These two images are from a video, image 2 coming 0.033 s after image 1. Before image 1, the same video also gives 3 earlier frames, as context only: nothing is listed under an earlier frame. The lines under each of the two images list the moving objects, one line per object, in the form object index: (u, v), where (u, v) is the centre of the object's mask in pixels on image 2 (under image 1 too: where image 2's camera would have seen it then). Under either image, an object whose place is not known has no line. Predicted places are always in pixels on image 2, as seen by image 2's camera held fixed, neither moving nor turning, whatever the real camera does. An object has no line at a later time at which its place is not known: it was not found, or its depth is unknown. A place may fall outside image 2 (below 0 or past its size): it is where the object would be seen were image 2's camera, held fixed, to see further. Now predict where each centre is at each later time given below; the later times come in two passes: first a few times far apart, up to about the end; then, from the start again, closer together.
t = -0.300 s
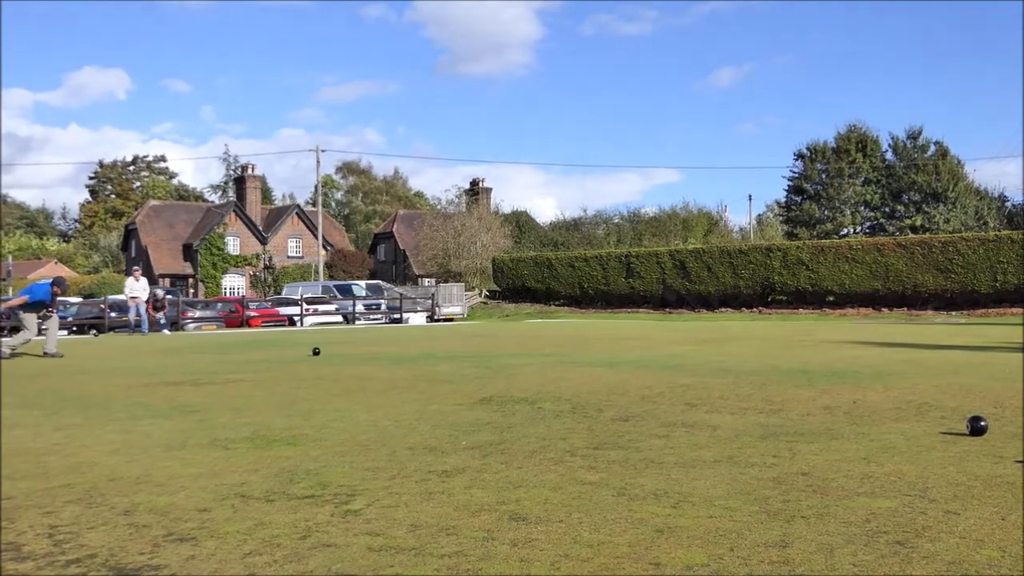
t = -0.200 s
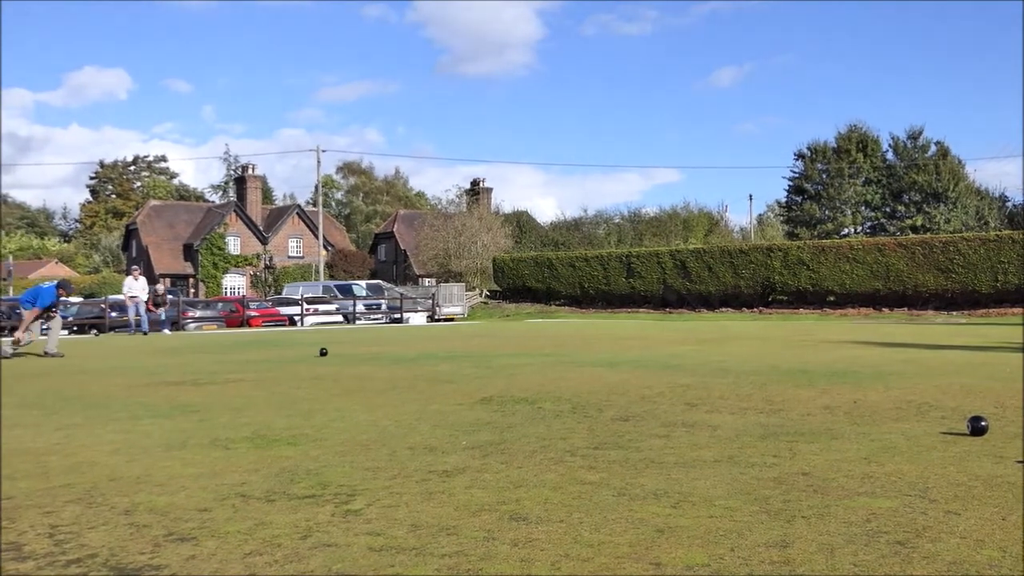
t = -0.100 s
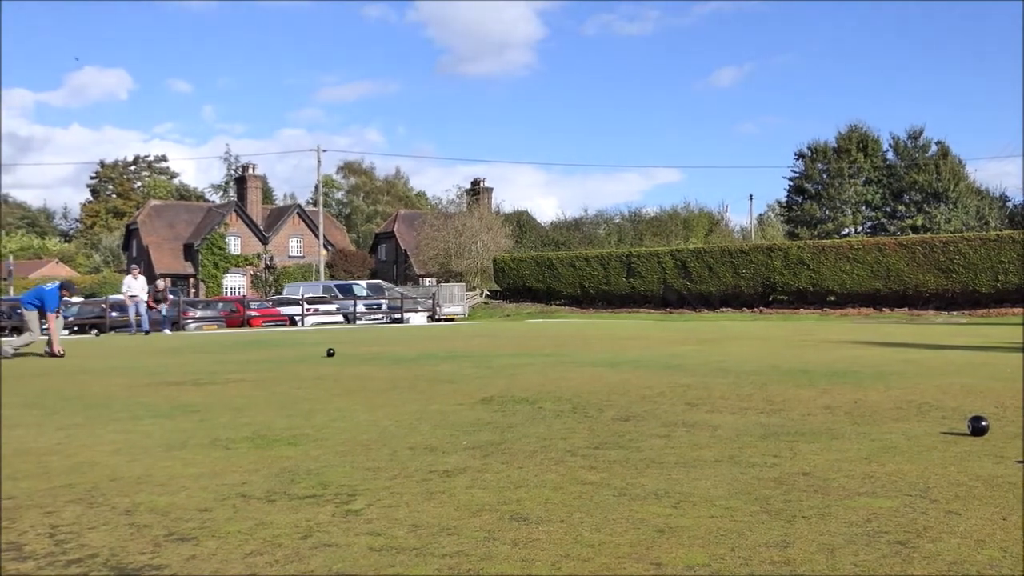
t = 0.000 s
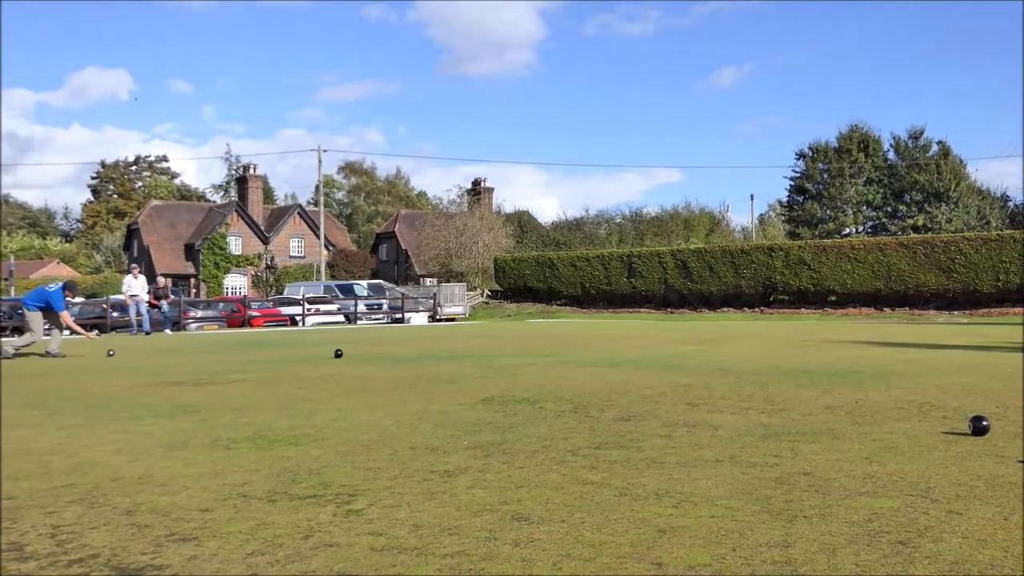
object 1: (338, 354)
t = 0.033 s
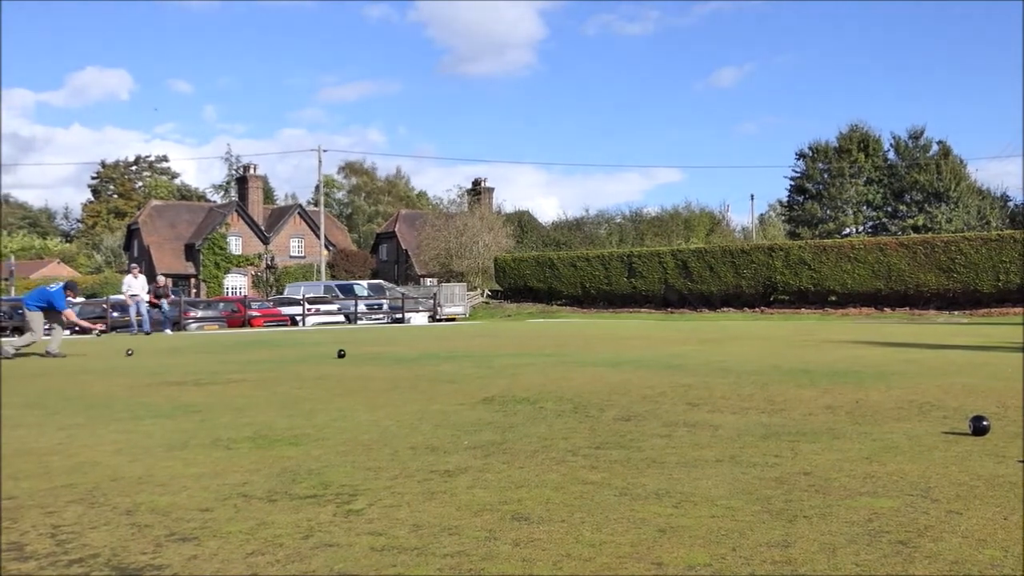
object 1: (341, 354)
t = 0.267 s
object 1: (357, 356)
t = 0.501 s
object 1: (374, 358)
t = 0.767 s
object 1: (394, 361)
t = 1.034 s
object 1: (417, 363)
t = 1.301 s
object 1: (439, 366)
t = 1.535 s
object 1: (460, 370)
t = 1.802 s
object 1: (482, 373)
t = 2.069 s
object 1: (504, 377)
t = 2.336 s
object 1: (528, 381)
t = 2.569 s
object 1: (547, 385)
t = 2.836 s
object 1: (571, 390)
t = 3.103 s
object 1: (593, 394)
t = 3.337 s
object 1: (613, 398)
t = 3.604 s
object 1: (633, 403)
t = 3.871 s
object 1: (653, 408)
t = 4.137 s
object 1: (673, 413)
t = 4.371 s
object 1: (687, 417)
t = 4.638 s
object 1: (705, 422)
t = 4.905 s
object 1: (720, 427)
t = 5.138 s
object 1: (733, 431)
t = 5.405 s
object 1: (745, 435)
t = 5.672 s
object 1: (756, 438)
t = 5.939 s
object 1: (765, 441)
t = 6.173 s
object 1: (771, 443)
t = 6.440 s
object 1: (775, 445)
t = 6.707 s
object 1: (781, 448)
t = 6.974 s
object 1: (786, 448)
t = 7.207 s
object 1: (782, 448)
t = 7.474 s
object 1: (783, 448)
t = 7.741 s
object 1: (783, 448)
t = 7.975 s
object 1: (783, 448)
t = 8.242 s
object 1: (783, 448)
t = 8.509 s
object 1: (783, 448)
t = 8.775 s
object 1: (783, 448)
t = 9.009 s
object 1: (783, 448)
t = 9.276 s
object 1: (783, 448)
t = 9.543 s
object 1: (783, 448)
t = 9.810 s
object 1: (783, 448)
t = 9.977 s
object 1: (783, 448)
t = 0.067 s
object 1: (342, 354)
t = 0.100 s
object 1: (345, 354)
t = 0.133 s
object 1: (348, 354)
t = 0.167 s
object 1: (349, 355)
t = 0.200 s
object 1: (352, 355)
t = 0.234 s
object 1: (355, 356)
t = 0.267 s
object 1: (357, 356)
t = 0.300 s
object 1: (359, 356)
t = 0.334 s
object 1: (362, 357)
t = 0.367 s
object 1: (364, 357)
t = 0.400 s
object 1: (367, 357)
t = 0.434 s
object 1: (370, 358)
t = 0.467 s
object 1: (371, 358)
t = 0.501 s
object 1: (374, 358)
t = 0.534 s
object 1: (377, 358)
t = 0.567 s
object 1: (379, 359)
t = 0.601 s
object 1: (382, 359)
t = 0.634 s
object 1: (385, 360)
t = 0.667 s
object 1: (386, 360)
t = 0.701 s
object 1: (390, 360)
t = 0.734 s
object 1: (393, 361)
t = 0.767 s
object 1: (394, 361)
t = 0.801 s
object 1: (398, 361)
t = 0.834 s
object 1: (401, 361)
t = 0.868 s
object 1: (402, 362)
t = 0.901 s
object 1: (406, 362)
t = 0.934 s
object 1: (409, 363)
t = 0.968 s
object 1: (411, 363)
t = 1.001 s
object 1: (414, 363)
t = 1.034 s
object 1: (417, 363)
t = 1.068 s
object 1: (419, 364)
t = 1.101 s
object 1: (422, 364)
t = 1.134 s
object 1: (425, 365)
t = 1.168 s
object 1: (427, 365)
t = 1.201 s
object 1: (431, 365)
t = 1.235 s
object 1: (434, 366)
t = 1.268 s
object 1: (436, 366)
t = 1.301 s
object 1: (439, 366)
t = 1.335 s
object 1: (443, 367)
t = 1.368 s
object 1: (445, 367)
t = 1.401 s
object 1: (448, 368)
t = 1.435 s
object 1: (451, 368)
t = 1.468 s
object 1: (453, 368)
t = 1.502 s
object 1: (456, 369)
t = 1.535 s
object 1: (460, 370)
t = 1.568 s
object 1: (461, 370)
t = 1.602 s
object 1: (465, 371)
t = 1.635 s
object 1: (468, 371)
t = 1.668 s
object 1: (470, 371)
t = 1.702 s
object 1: (473, 372)
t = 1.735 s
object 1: (477, 373)
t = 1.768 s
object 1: (478, 373)
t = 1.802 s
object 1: (482, 373)
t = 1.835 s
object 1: (485, 374)
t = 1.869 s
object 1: (487, 374)
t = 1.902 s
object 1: (490, 374)
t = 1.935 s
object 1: (494, 375)
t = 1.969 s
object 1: (496, 375)
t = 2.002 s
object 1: (499, 376)
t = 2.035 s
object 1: (502, 377)
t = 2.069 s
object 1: (504, 377)
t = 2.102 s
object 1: (508, 378)
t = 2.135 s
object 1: (511, 378)
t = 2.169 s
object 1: (513, 378)
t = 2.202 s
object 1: (516, 379)
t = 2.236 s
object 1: (519, 380)
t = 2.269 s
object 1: (521, 380)
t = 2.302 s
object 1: (524, 381)
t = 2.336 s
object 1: (528, 381)
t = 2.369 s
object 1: (530, 382)
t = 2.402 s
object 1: (533, 382)
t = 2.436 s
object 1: (536, 383)
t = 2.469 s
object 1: (538, 383)
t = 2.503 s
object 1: (541, 384)
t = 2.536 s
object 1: (545, 385)
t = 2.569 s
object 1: (547, 385)
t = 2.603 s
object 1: (550, 386)
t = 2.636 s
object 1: (554, 387)
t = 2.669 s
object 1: (555, 387)
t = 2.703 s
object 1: (559, 387)
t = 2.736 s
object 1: (562, 388)
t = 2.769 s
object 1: (564, 388)
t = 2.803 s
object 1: (567, 389)
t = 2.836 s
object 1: (571, 390)
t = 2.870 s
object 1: (573, 390)
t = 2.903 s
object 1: (577, 391)
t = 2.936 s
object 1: (580, 391)
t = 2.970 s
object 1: (582, 392)
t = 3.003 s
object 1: (585, 392)
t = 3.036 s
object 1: (588, 393)
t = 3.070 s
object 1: (590, 393)
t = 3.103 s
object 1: (593, 394)
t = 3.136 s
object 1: (597, 394)
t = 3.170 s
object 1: (598, 395)
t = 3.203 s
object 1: (601, 396)
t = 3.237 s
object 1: (605, 396)
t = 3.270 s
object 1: (606, 397)
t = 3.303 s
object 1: (610, 398)
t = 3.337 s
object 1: (613, 398)
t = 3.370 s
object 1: (614, 399)
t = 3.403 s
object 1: (617, 399)
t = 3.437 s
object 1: (620, 400)
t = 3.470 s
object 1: (622, 401)
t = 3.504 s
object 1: (625, 401)
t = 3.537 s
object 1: (628, 402)
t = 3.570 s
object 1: (630, 402)
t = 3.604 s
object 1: (633, 403)
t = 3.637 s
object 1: (636, 404)
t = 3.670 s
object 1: (638, 404)
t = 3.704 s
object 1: (641, 405)
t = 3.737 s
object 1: (644, 405)
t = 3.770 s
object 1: (645, 406)
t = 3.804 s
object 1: (648, 406)
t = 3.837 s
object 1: (651, 407)
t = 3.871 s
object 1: (653, 408)
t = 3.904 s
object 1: (655, 408)
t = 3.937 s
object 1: (659, 409)
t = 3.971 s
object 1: (660, 409)
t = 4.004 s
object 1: (663, 410)
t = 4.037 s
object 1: (665, 411)
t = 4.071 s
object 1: (667, 411)
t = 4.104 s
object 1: (670, 412)
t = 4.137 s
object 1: (673, 413)
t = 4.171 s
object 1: (674, 413)
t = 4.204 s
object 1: (676, 414)
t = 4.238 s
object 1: (679, 415)
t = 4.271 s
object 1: (681, 415)
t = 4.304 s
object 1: (683, 416)
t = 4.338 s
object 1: (686, 417)
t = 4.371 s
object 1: (687, 417)
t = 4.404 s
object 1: (690, 418)
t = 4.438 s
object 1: (692, 418)
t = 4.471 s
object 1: (693, 419)
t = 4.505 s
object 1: (696, 419)
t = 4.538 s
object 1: (699, 420)
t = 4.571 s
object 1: (700, 421)
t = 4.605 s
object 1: (703, 421)
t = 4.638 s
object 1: (705, 422)
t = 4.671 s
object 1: (707, 423)
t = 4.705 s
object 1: (708, 423)
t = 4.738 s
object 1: (711, 424)
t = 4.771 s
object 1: (714, 425)
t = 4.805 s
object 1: (715, 425)
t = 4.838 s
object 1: (717, 425)
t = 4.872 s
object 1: (719, 426)
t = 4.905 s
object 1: (720, 427)
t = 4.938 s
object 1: (722, 427)
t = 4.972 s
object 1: (725, 428)
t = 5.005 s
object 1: (726, 429)
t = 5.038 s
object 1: (728, 429)
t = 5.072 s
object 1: (730, 430)
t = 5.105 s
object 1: (731, 430)
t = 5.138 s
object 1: (733, 431)
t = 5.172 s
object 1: (735, 431)
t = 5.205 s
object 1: (736, 431)
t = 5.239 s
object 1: (738, 432)
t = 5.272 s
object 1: (740, 433)
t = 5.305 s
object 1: (741, 433)
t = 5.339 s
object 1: (743, 434)
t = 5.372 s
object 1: (745, 434)
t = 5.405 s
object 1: (745, 435)
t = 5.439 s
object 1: (747, 435)
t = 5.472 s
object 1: (749, 435)
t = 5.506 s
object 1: (749, 436)
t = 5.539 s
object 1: (751, 436)
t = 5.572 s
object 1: (753, 437)
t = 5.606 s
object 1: (753, 437)
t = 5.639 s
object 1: (755, 438)
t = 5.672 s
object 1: (756, 438)
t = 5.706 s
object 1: (757, 438)
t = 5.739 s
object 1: (759, 439)
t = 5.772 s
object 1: (760, 440)
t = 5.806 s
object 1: (760, 440)
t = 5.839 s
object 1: (762, 440)
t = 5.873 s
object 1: (763, 441)
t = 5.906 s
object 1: (763, 441)
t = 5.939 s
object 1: (765, 441)
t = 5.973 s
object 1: (766, 442)
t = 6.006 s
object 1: (766, 442)
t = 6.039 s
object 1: (768, 442)
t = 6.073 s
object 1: (768, 442)
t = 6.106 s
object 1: (769, 443)
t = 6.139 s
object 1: (770, 443)
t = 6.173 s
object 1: (771, 443)
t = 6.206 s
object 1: (771, 443)
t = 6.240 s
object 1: (772, 444)
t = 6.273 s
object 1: (772, 444)
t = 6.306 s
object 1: (773, 444)
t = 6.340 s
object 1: (773, 445)
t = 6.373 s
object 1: (774, 445)
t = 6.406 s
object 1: (774, 445)
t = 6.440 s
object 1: (775, 445)
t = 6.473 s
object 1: (776, 446)
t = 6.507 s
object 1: (776, 446)
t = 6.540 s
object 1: (777, 446)
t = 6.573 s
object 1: (778, 447)
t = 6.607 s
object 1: (778, 447)
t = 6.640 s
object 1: (780, 447)
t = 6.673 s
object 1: (781, 448)
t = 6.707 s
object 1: (781, 448)
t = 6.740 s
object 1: (783, 448)
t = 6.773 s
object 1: (784, 448)
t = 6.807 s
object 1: (784, 448)
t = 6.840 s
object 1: (786, 448)
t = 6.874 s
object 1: (786, 448)
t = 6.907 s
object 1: (786, 448)
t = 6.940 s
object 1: (786, 448)
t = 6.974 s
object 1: (786, 448)
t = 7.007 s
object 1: (786, 448)
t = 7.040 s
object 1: (785, 448)
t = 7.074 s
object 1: (784, 448)
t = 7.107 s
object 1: (784, 448)
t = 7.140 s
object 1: (783, 448)
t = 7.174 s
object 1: (782, 448)
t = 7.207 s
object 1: (782, 448)
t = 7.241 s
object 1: (782, 448)
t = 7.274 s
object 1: (782, 448)
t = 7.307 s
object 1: (782, 448)
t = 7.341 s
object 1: (783, 448)
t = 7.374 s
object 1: (783, 448)
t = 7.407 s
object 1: (783, 448)
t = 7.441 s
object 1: (783, 448)
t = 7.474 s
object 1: (783, 448)
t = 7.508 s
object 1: (783, 448)
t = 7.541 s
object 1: (783, 448)
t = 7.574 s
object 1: (783, 448)
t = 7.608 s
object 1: (783, 448)
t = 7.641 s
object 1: (783, 448)
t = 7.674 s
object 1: (783, 448)
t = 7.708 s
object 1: (783, 448)
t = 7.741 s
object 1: (783, 448)
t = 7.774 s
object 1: (783, 448)
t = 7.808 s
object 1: (783, 448)
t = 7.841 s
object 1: (783, 448)
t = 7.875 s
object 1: (783, 448)
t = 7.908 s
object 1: (783, 448)
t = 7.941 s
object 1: (783, 448)
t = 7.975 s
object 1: (783, 448)
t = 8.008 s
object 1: (783, 448)
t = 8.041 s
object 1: (783, 448)
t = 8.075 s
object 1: (783, 448)
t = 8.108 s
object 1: (783, 448)
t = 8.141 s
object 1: (783, 448)
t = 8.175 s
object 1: (783, 448)
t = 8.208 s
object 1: (783, 448)
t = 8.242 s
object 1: (783, 448)
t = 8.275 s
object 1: (783, 448)
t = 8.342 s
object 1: (783, 448)
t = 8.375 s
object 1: (783, 448)
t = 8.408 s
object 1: (783, 448)
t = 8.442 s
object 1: (783, 448)
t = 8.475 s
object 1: (783, 448)
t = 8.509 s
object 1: (783, 448)
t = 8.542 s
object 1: (783, 448)
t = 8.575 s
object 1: (783, 448)
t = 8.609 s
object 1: (783, 448)
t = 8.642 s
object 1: (783, 448)
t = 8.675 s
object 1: (783, 448)
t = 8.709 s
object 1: (783, 448)
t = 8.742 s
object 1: (783, 448)
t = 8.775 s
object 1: (783, 448)
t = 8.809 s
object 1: (783, 448)
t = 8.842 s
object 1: (783, 448)
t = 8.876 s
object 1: (783, 448)
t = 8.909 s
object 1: (783, 448)
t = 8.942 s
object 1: (783, 448)
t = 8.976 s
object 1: (783, 448)
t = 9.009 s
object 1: (783, 448)
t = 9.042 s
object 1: (783, 448)
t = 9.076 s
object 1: (783, 448)
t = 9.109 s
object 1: (783, 448)
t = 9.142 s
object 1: (783, 448)
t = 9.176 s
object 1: (783, 448)
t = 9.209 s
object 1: (783, 448)
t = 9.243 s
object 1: (783, 448)
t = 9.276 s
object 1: (783, 448)
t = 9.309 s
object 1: (783, 448)
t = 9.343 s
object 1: (783, 448)
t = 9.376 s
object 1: (783, 448)
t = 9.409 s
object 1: (783, 448)
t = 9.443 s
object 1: (783, 448)
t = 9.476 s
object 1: (783, 448)
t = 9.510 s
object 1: (783, 448)
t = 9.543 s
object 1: (783, 448)
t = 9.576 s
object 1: (783, 448)
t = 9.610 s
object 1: (783, 448)
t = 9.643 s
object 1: (783, 448)
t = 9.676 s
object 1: (783, 448)
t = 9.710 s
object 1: (783, 448)
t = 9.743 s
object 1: (783, 448)
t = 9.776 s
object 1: (783, 448)
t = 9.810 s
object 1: (783, 448)
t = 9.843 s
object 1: (783, 448)
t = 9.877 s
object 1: (783, 448)
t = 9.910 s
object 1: (783, 448)
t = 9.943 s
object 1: (783, 448)
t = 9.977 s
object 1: (783, 448)
